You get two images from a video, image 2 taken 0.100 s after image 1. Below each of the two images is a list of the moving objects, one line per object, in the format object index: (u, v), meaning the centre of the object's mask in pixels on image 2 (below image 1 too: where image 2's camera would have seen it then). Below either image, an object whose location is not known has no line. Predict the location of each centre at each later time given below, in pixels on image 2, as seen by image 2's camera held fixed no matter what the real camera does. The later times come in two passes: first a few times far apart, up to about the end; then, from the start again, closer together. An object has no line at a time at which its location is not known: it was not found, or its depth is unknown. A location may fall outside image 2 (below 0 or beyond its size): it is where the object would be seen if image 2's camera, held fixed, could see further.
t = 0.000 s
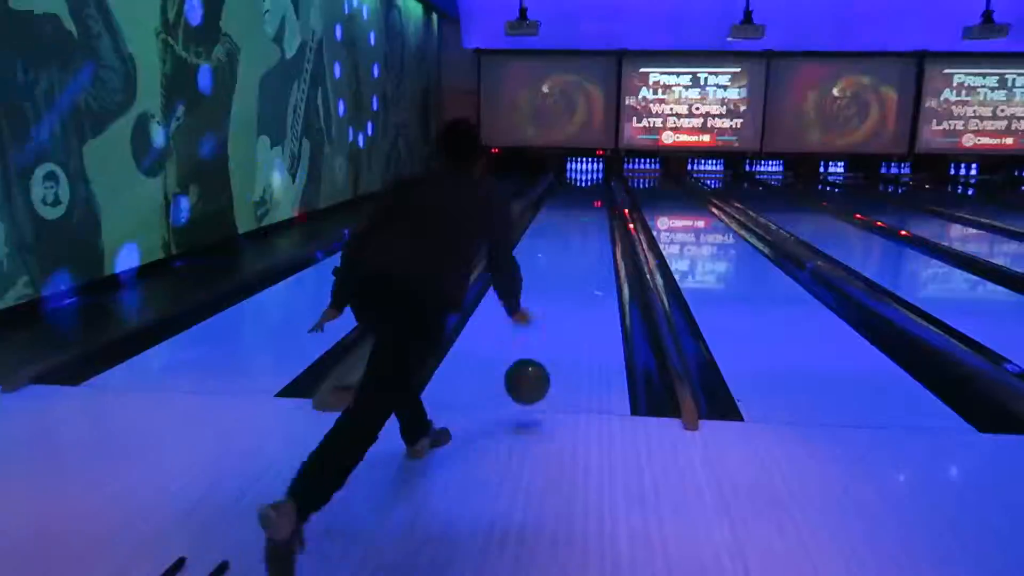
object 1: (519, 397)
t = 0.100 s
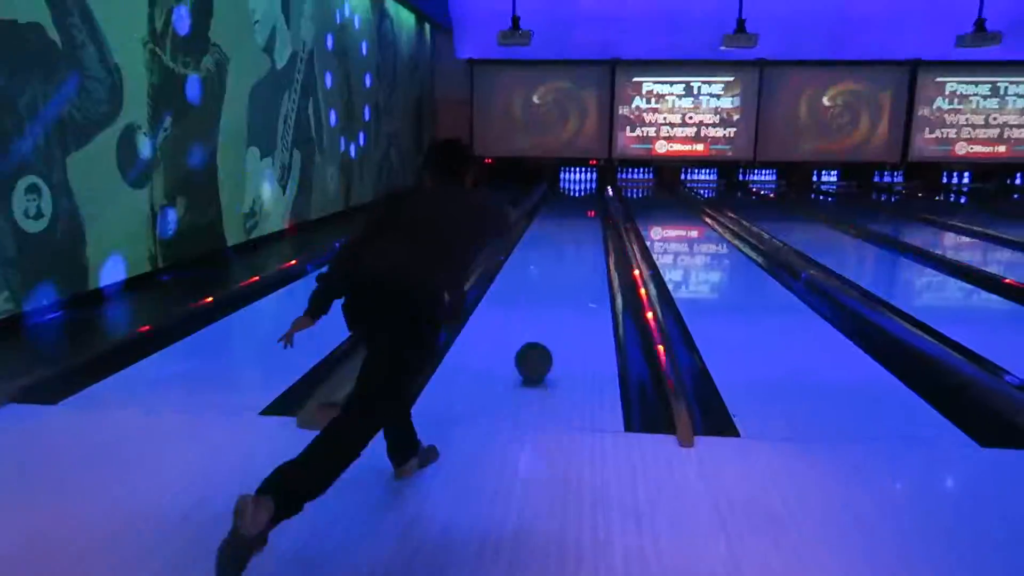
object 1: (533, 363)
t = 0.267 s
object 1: (549, 308)
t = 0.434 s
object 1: (560, 273)
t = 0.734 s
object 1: (569, 238)
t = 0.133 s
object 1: (537, 349)
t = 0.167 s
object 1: (541, 337)
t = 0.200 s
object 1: (544, 327)
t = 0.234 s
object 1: (547, 317)
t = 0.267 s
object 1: (549, 308)
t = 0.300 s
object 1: (552, 300)
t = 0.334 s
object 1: (554, 292)
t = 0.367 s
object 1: (555, 285)
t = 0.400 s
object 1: (557, 279)
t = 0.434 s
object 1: (560, 273)
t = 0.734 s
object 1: (569, 238)
